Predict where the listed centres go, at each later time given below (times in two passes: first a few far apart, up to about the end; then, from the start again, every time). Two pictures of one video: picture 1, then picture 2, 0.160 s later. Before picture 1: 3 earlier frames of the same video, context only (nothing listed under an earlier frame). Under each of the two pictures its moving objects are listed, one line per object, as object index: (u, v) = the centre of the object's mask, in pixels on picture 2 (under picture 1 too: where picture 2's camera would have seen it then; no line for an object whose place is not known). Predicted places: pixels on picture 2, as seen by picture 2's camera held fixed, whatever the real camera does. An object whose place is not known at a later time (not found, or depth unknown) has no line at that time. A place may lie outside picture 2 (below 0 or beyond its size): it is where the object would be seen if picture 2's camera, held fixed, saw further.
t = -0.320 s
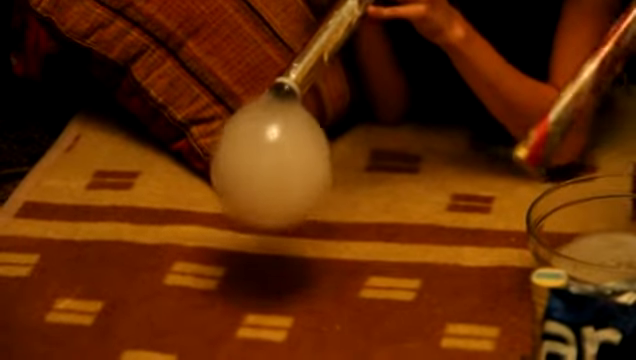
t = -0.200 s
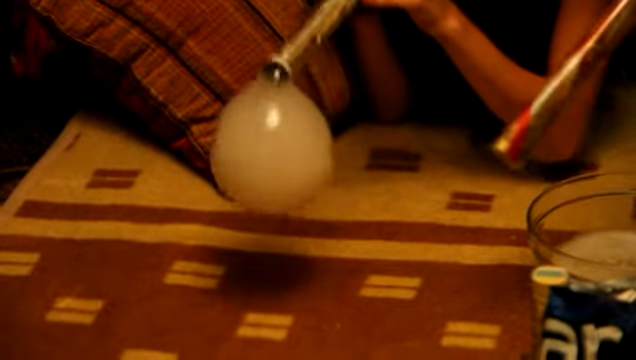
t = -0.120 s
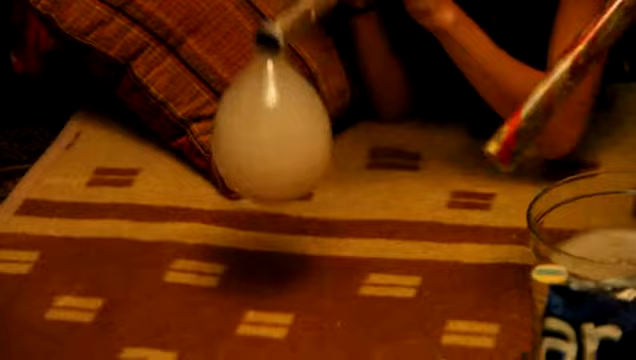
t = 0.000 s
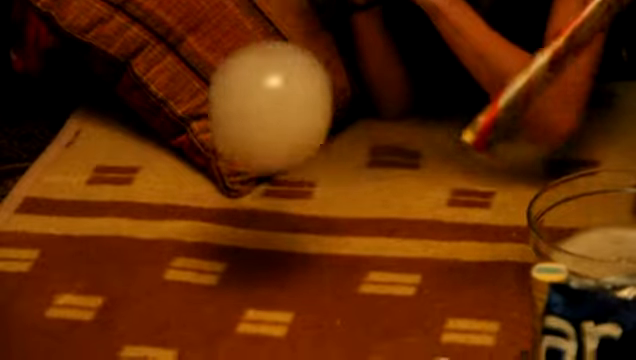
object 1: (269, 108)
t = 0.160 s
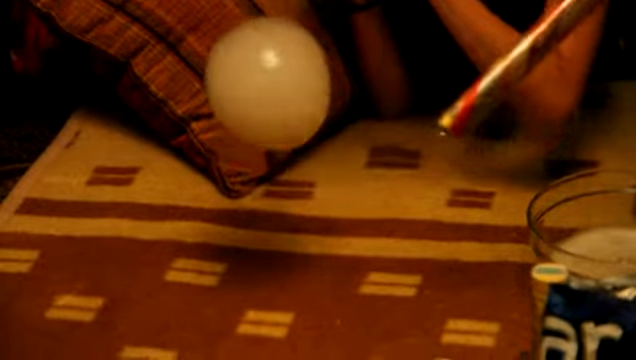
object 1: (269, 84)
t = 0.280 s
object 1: (269, 74)
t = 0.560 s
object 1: (273, 80)
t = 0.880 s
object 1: (287, 121)
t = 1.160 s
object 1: (302, 185)
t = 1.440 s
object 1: (317, 220)
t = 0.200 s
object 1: (269, 81)
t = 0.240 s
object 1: (269, 78)
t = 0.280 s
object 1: (269, 74)
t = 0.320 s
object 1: (270, 74)
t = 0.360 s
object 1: (271, 73)
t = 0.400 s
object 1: (270, 73)
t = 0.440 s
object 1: (270, 73)
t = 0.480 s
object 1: (272, 74)
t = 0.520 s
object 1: (273, 76)
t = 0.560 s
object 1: (273, 80)
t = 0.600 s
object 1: (276, 82)
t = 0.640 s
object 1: (277, 86)
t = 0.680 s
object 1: (277, 91)
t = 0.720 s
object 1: (279, 97)
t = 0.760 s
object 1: (281, 101)
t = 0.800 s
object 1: (283, 106)
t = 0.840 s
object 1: (285, 114)
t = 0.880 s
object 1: (287, 121)
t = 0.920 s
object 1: (289, 129)
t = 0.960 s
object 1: (290, 138)
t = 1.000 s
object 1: (292, 148)
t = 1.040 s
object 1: (294, 155)
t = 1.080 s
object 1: (296, 164)
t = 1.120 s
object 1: (300, 175)
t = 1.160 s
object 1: (302, 185)
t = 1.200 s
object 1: (305, 197)
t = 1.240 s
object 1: (306, 208)
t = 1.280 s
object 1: (307, 219)
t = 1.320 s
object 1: (311, 227)
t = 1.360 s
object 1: (313, 228)
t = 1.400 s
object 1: (315, 224)
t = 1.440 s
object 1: (317, 220)
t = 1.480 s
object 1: (318, 209)
